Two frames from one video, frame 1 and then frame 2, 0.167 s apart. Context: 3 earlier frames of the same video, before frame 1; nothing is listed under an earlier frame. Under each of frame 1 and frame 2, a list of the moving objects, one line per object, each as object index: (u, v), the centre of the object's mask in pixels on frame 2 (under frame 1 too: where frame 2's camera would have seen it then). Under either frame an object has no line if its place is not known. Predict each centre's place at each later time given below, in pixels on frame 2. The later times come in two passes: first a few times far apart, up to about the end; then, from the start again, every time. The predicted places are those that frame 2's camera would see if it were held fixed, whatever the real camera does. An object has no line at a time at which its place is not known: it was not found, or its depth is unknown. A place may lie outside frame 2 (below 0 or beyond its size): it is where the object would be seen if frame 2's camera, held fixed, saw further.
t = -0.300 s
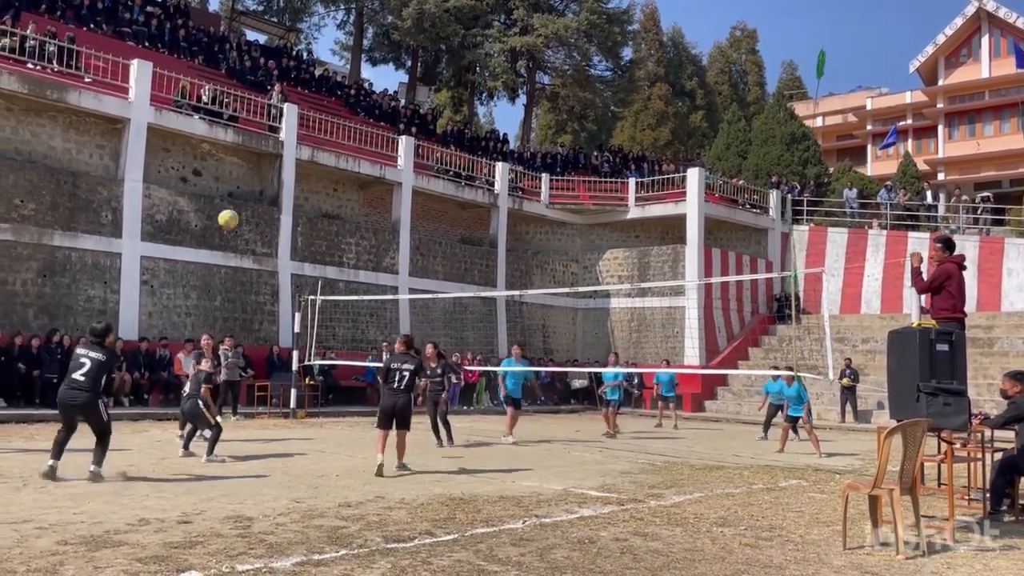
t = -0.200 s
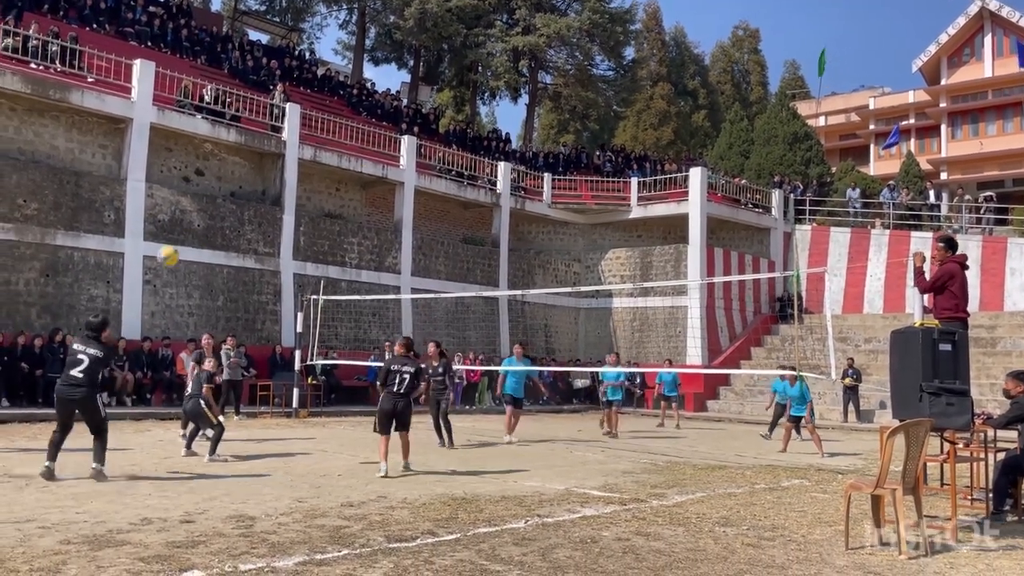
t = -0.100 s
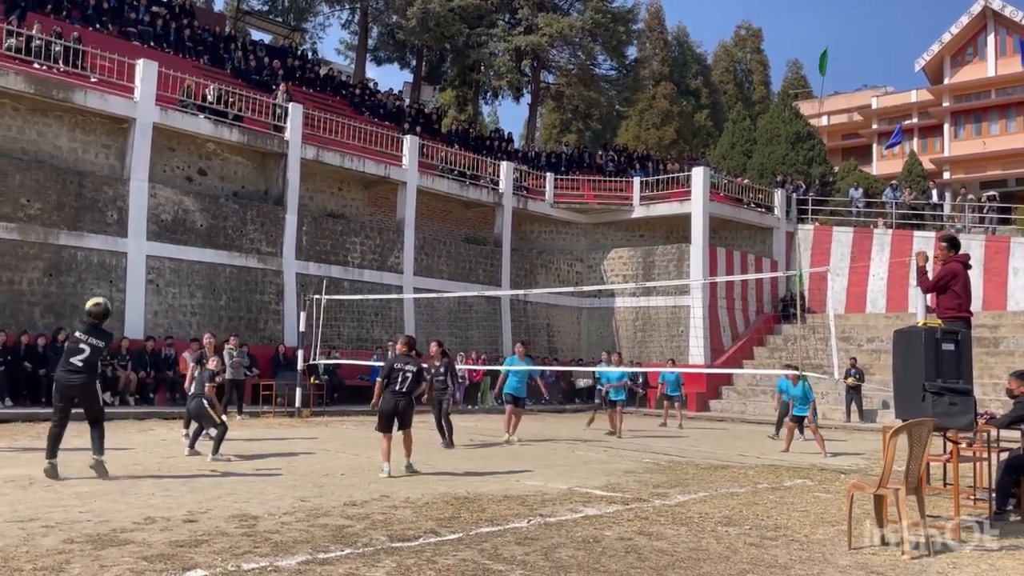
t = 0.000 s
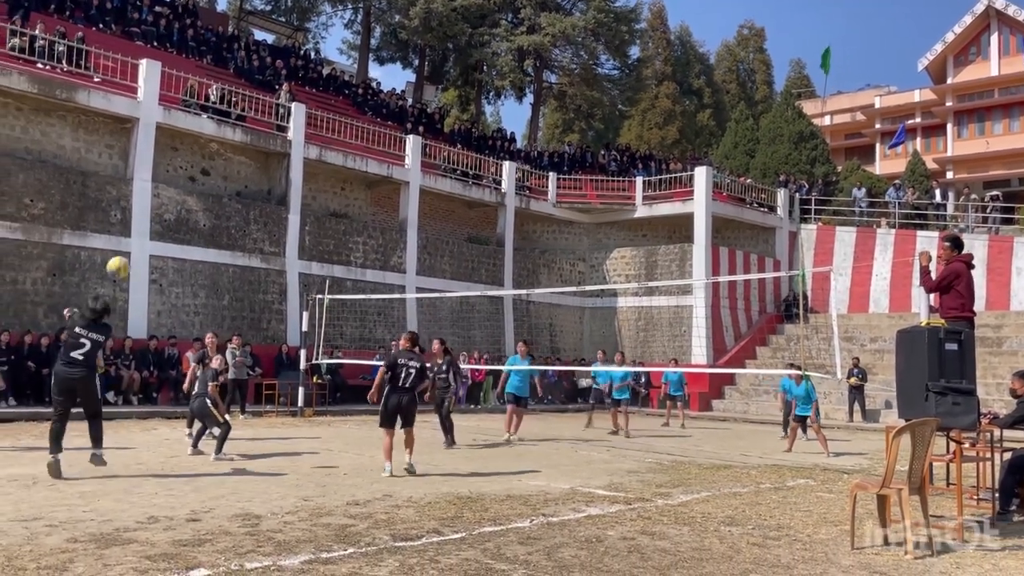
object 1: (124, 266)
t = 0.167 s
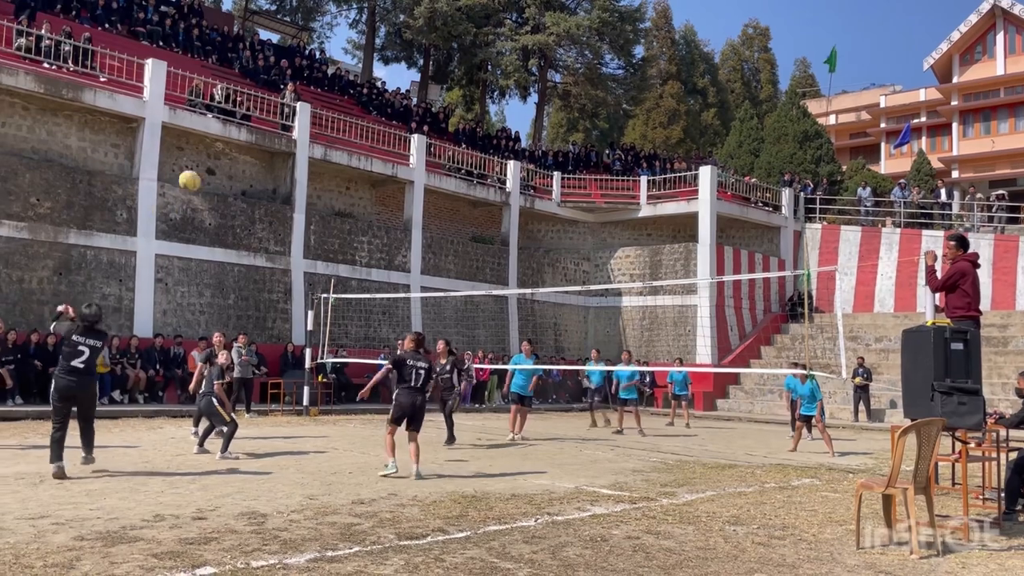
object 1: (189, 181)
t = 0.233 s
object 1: (213, 155)
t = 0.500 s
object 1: (291, 105)
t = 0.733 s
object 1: (349, 112)
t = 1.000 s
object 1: (404, 171)
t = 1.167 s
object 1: (436, 233)
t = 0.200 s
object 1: (201, 169)
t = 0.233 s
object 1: (213, 155)
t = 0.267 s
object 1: (223, 146)
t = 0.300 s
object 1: (233, 136)
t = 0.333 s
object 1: (244, 128)
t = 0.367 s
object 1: (254, 121)
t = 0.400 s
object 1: (263, 116)
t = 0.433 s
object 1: (272, 111)
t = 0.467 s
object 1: (281, 108)
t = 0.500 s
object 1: (291, 105)
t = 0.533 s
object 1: (300, 103)
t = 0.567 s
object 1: (309, 102)
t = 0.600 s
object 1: (317, 102)
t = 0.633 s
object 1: (325, 103)
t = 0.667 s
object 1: (334, 106)
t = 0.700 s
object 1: (341, 108)
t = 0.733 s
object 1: (349, 112)
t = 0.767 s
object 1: (356, 117)
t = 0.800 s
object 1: (363, 122)
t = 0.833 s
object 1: (370, 128)
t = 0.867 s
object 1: (378, 135)
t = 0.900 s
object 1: (384, 143)
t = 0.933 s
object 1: (392, 151)
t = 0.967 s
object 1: (398, 161)
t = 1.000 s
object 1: (404, 171)
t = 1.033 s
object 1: (410, 182)
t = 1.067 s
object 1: (417, 194)
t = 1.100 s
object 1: (423, 206)
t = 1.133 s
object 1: (429, 219)
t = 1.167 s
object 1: (436, 233)
